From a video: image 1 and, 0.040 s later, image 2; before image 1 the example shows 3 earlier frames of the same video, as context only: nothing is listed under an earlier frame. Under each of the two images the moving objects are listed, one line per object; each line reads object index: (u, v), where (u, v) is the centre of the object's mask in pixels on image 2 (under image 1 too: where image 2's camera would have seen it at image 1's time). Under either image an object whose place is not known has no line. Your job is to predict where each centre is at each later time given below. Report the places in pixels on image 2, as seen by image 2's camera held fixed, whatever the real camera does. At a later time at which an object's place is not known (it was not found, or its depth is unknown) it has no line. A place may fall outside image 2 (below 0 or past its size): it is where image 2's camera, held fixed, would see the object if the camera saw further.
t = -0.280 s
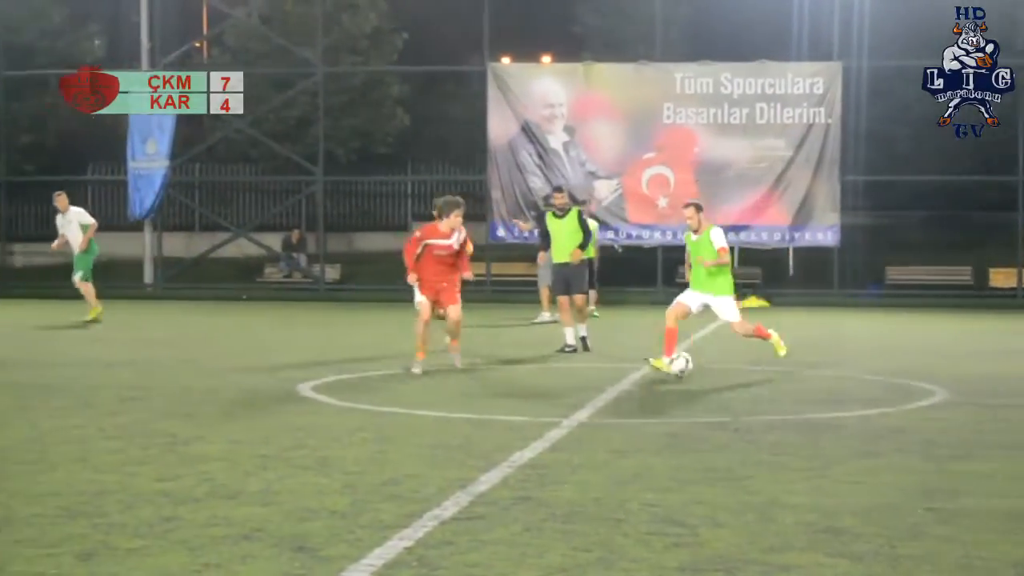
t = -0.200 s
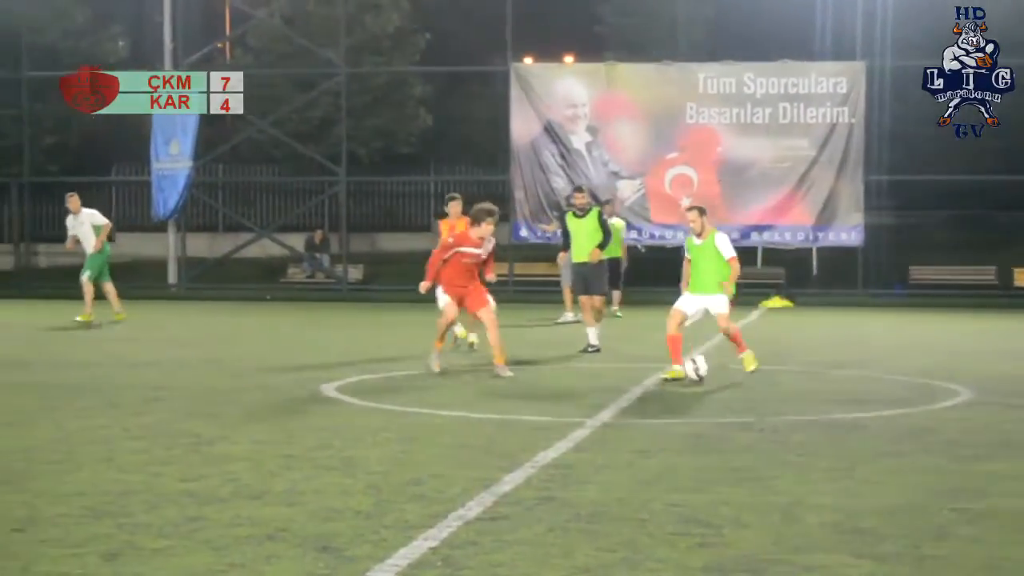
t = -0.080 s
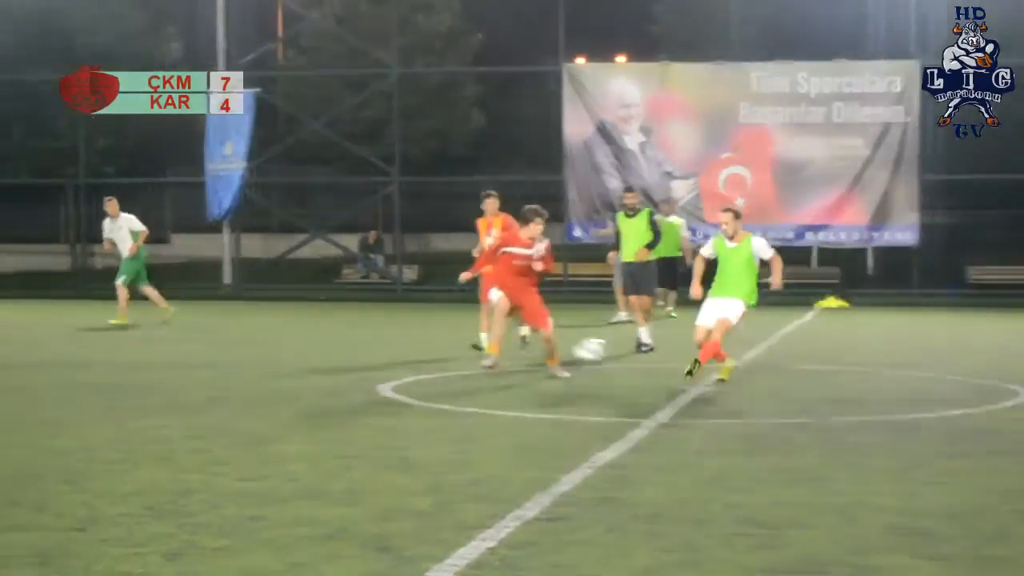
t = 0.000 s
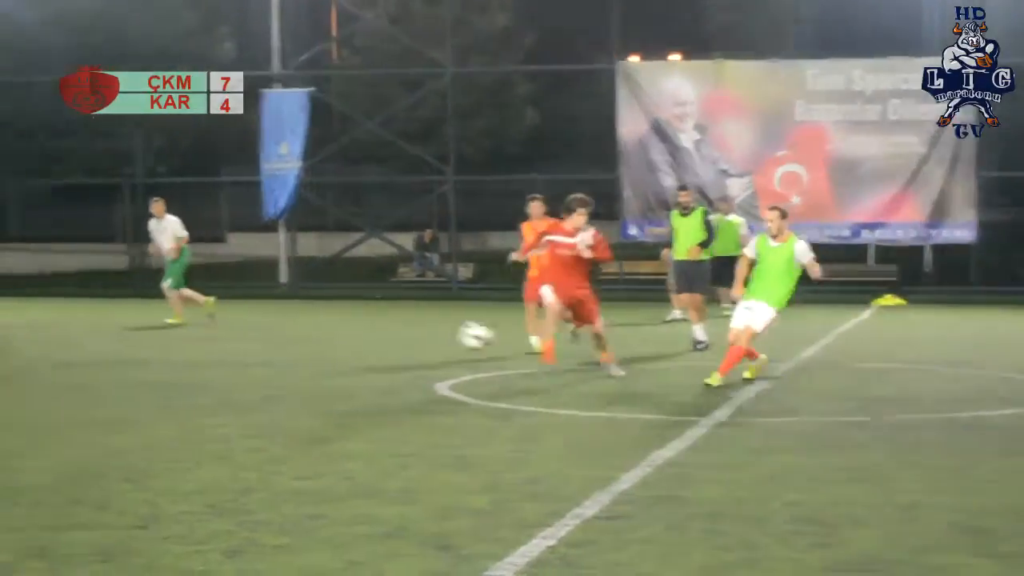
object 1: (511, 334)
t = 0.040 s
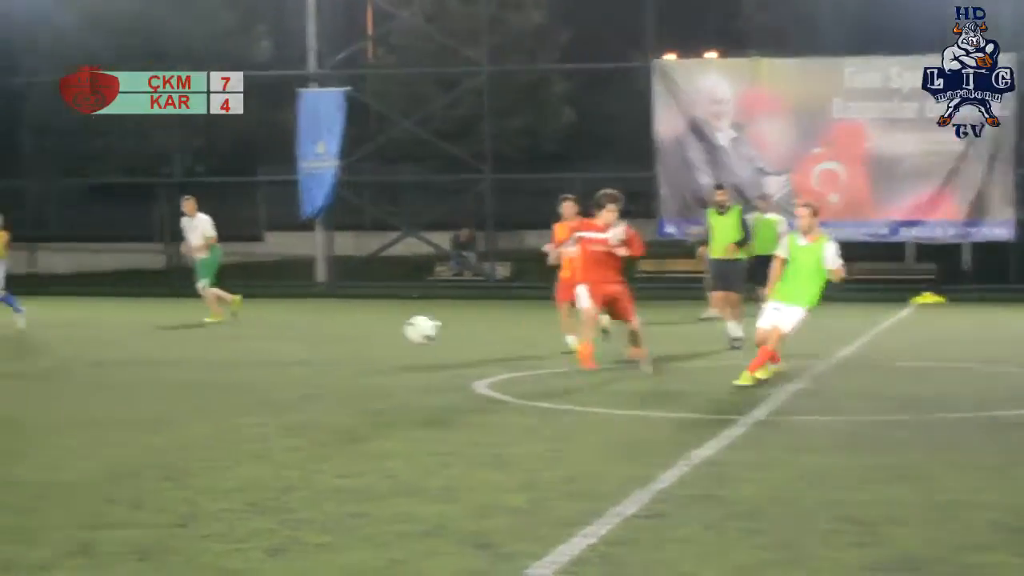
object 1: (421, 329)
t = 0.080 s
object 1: (329, 327)
